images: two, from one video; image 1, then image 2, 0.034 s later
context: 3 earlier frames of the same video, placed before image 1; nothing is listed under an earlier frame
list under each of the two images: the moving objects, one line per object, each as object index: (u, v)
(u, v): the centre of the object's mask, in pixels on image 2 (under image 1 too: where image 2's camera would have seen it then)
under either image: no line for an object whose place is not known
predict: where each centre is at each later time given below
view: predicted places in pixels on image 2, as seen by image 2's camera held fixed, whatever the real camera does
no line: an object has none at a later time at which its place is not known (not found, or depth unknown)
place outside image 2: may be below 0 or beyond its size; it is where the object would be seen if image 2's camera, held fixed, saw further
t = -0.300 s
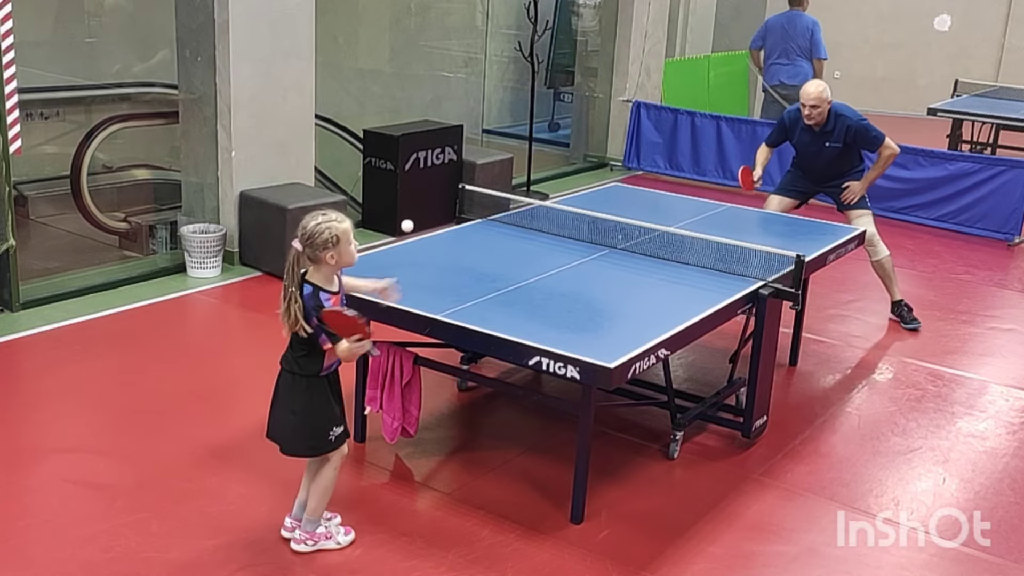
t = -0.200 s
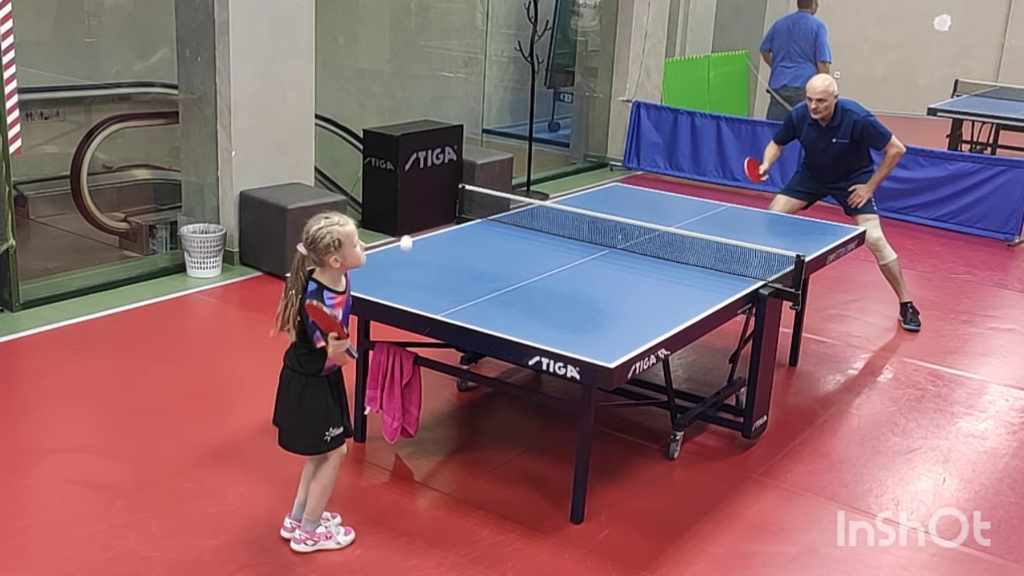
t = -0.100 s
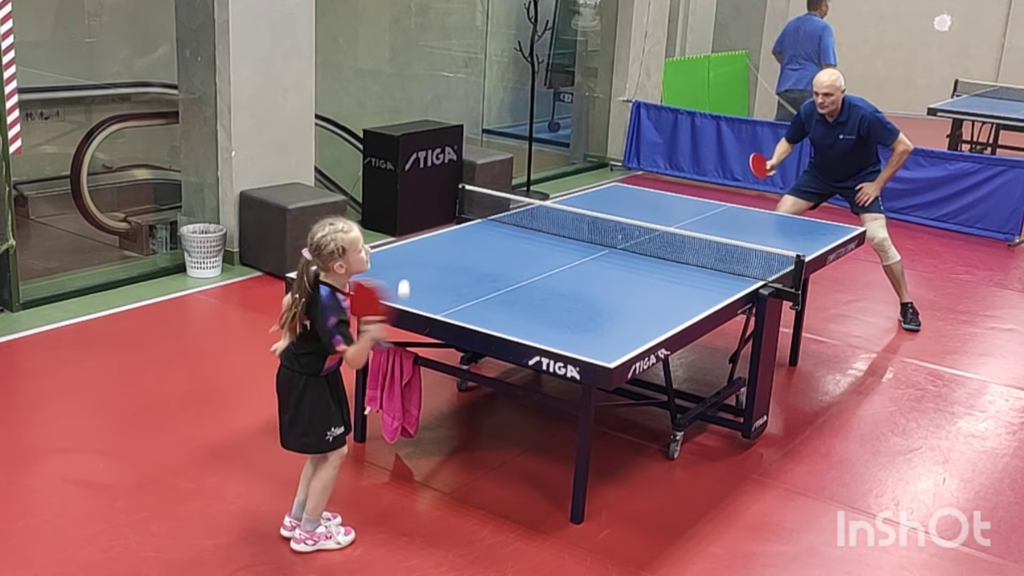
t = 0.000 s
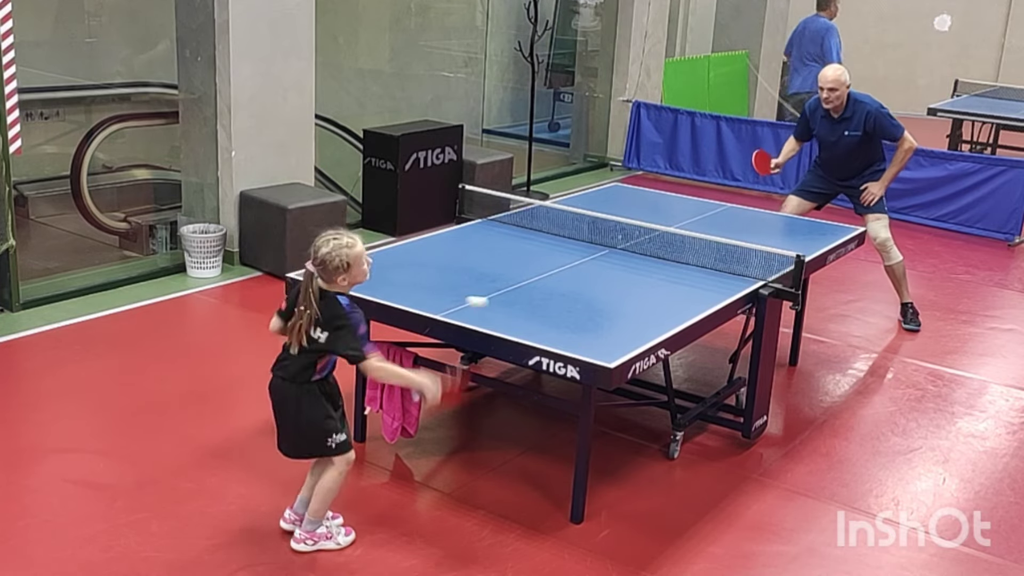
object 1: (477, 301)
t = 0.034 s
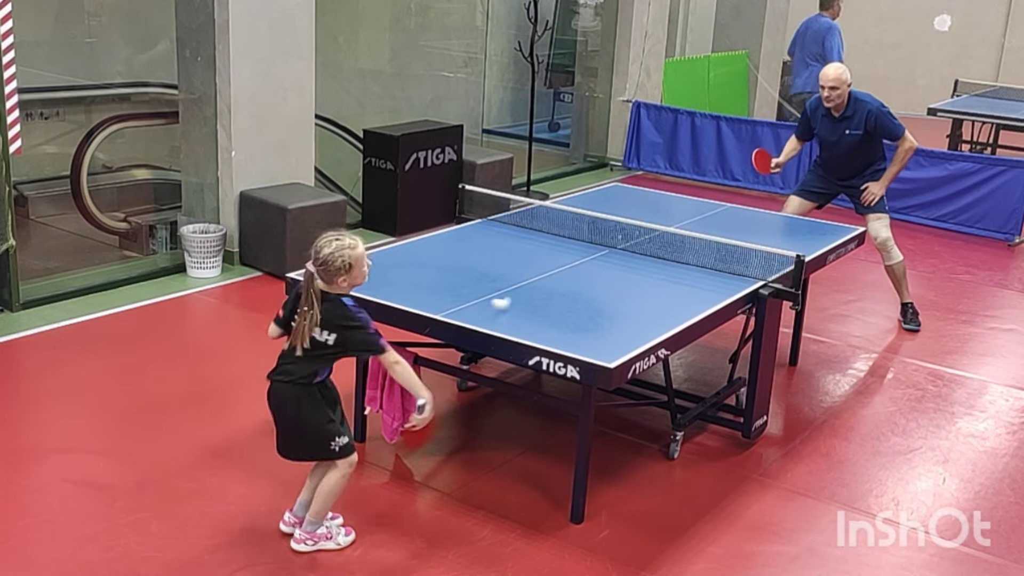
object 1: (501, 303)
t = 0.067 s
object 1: (521, 279)
